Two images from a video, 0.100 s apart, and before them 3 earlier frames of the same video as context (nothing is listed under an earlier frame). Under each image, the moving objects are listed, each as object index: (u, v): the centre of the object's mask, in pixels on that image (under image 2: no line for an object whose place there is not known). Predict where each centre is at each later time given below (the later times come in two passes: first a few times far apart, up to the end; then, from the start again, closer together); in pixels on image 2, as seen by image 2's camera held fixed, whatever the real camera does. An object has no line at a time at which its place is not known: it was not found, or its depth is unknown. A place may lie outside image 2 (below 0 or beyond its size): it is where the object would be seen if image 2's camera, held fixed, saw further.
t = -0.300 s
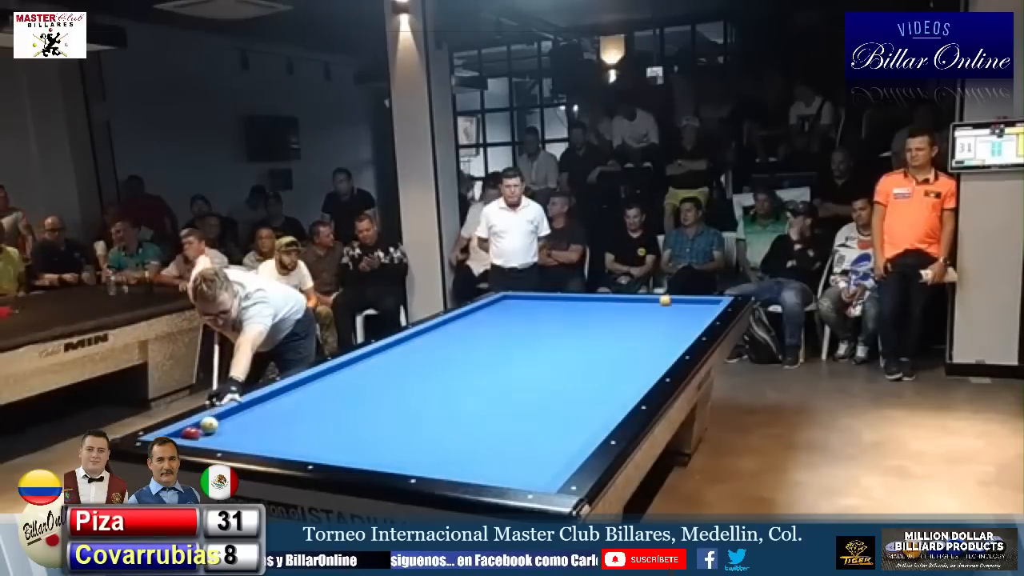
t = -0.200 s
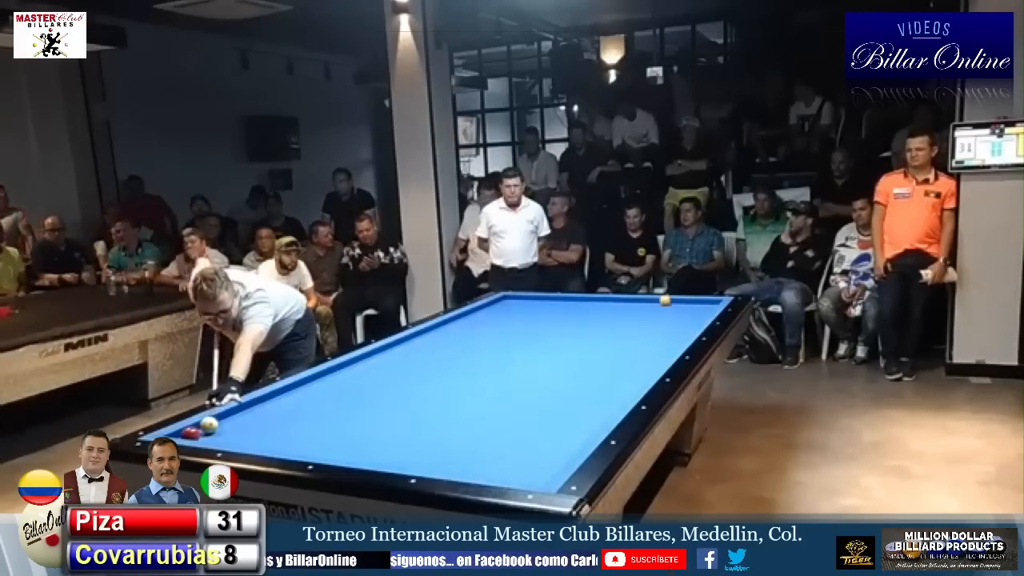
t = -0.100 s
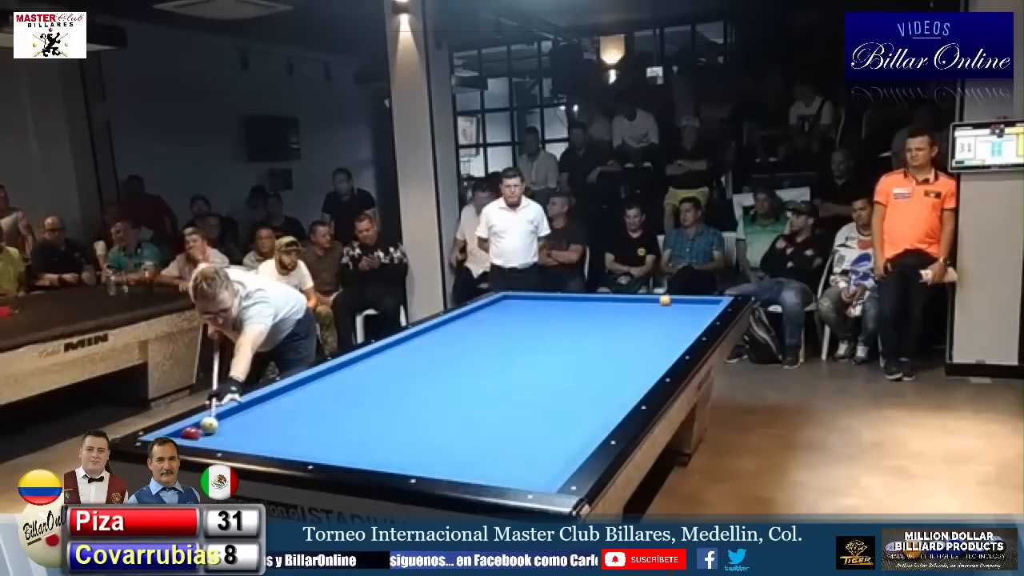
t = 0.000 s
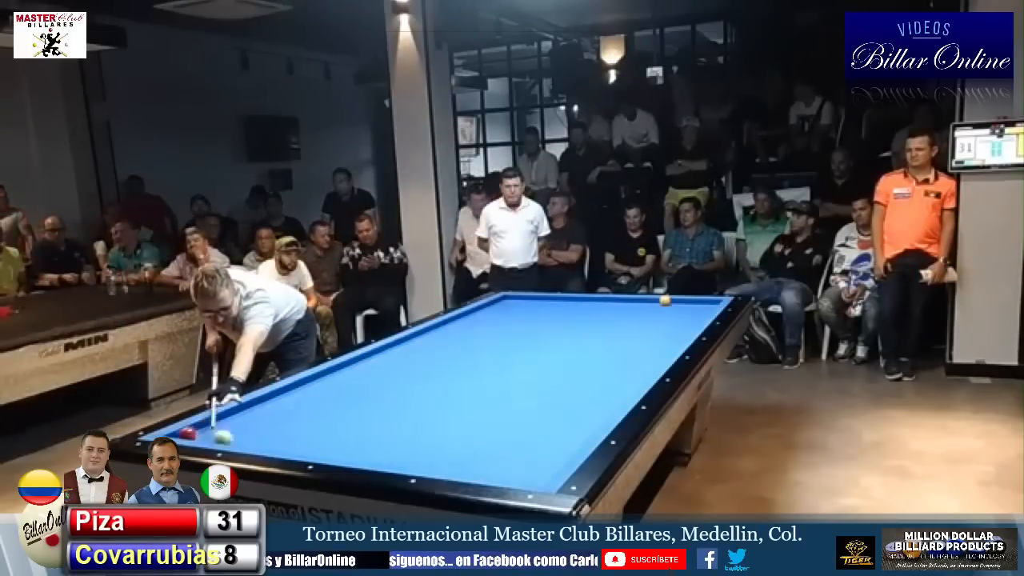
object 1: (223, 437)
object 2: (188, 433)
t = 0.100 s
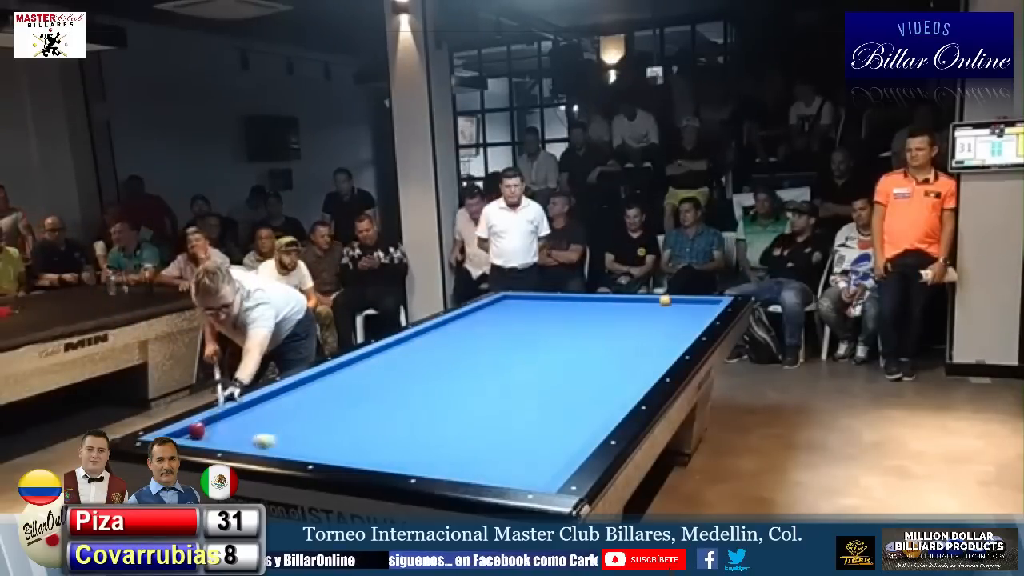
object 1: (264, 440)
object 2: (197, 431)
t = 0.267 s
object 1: (342, 443)
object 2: (210, 424)
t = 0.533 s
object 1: (471, 441)
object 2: (234, 413)
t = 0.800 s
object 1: (568, 435)
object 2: (258, 404)
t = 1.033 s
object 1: (521, 413)
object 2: (277, 397)
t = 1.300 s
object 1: (490, 393)
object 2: (297, 390)
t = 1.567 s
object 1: (464, 378)
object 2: (316, 384)
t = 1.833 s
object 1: (442, 364)
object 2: (333, 377)
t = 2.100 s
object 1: (423, 352)
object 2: (349, 372)
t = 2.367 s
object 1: (407, 342)
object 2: (364, 366)
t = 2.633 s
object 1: (428, 337)
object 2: (378, 362)
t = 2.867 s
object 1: (450, 333)
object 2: (389, 358)
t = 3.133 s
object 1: (475, 330)
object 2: (401, 354)
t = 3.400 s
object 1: (499, 326)
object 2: (412, 351)
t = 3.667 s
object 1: (521, 323)
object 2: (423, 347)
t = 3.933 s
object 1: (542, 320)
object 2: (432, 343)
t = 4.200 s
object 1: (563, 317)
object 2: (441, 340)
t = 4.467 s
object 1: (582, 314)
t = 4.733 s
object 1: (601, 311)
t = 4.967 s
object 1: (616, 309)
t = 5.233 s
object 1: (632, 307)
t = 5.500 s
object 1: (647, 305)
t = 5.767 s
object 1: (662, 302)
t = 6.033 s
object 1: (675, 301)
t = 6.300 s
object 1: (688, 301)
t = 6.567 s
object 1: (700, 301)
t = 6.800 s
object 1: (709, 300)
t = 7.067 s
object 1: (716, 300)
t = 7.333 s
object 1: (712, 300)
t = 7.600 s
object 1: (707, 301)
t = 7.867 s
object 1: (702, 301)
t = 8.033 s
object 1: (699, 301)
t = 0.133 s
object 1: (280, 441)
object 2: (199, 429)
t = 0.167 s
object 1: (296, 442)
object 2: (202, 428)
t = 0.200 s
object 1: (311, 443)
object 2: (205, 426)
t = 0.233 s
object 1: (326, 443)
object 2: (208, 425)
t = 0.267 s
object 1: (342, 443)
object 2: (210, 424)
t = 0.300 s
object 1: (359, 442)
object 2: (213, 421)
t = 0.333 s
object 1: (375, 441)
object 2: (215, 420)
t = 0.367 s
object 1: (391, 441)
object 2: (218, 419)
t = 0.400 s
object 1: (407, 441)
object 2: (222, 417)
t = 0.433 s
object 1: (423, 441)
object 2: (225, 416)
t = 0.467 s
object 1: (439, 441)
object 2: (228, 415)
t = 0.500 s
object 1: (455, 441)
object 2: (231, 415)
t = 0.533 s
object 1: (471, 441)
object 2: (234, 413)
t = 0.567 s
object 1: (488, 441)
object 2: (237, 412)
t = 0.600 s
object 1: (504, 441)
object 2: (240, 411)
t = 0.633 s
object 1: (521, 441)
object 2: (243, 410)
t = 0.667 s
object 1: (537, 441)
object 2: (247, 408)
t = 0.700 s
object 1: (553, 440)
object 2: (249, 407)
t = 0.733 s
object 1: (570, 440)
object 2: (252, 406)
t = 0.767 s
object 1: (577, 438)
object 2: (255, 405)
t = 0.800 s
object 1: (568, 435)
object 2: (258, 404)
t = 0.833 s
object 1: (558, 431)
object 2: (260, 403)
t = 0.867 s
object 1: (550, 428)
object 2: (263, 402)
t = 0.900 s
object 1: (543, 425)
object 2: (266, 401)
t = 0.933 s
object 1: (537, 421)
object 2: (269, 400)
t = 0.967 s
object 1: (531, 419)
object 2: (272, 399)
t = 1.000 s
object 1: (525, 416)
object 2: (275, 398)
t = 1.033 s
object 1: (521, 413)
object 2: (277, 397)
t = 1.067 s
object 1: (516, 410)
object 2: (279, 396)
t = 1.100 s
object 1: (512, 408)
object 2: (282, 395)
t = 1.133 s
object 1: (508, 405)
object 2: (285, 394)
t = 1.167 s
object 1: (504, 403)
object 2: (287, 393)
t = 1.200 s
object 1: (501, 400)
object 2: (290, 392)
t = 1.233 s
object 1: (496, 398)
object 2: (292, 392)
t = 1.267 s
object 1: (493, 395)
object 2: (294, 391)
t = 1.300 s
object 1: (490, 393)
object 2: (297, 390)
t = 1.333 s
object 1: (487, 391)
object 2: (300, 389)
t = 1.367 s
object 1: (483, 390)
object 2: (302, 388)
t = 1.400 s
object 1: (479, 387)
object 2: (304, 387)
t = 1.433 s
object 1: (476, 385)
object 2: (307, 387)
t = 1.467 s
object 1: (473, 383)
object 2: (309, 386)
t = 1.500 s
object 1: (470, 381)
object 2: (311, 385)
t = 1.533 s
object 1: (467, 379)
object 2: (313, 384)
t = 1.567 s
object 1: (464, 378)
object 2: (316, 384)
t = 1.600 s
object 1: (461, 376)
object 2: (318, 382)
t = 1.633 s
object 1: (458, 374)
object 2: (320, 382)
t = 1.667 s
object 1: (456, 372)
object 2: (323, 381)
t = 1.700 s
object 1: (452, 370)
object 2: (325, 380)
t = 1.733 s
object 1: (450, 369)
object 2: (327, 379)
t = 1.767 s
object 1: (448, 367)
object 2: (329, 379)
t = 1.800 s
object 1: (445, 366)
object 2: (331, 378)
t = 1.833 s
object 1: (442, 364)
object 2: (333, 377)
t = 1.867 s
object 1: (440, 362)
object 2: (335, 377)
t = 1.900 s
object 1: (437, 361)
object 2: (338, 376)
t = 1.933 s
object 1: (435, 359)
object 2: (339, 375)
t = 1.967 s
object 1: (432, 358)
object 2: (341, 375)
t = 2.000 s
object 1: (430, 356)
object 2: (343, 374)
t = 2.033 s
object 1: (428, 355)
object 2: (345, 373)
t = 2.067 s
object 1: (426, 353)
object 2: (347, 372)
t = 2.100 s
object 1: (423, 352)
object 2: (349, 372)
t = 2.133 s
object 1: (421, 351)
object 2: (351, 371)
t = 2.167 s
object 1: (419, 349)
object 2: (353, 370)
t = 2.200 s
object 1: (418, 348)
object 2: (355, 370)
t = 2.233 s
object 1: (415, 347)
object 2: (357, 369)
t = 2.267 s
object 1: (414, 345)
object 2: (359, 368)
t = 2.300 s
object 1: (411, 344)
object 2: (360, 368)
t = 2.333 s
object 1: (410, 343)
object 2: (362, 367)
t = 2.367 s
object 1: (407, 342)
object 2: (364, 366)
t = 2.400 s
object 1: (406, 341)
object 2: (366, 366)
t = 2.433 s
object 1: (404, 339)
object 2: (367, 365)
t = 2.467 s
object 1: (409, 338)
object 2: (369, 365)
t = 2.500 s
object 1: (413, 338)
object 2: (371, 364)
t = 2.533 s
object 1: (417, 338)
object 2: (373, 364)
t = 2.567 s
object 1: (421, 338)
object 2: (374, 363)
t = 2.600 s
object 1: (424, 337)
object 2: (376, 363)
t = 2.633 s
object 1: (428, 337)
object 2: (378, 362)
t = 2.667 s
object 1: (431, 336)
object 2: (379, 362)
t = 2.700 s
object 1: (434, 336)
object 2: (381, 361)
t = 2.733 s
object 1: (438, 335)
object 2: (382, 360)
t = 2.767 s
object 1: (441, 334)
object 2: (384, 360)
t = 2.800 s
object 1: (444, 334)
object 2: (386, 359)
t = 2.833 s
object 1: (447, 334)
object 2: (388, 359)
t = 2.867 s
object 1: (450, 333)
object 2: (389, 358)
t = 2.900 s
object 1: (454, 333)
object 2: (391, 358)
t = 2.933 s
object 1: (457, 332)
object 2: (392, 357)
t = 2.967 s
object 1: (460, 332)
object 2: (394, 356)
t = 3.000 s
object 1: (463, 331)
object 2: (395, 356)
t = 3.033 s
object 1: (466, 331)
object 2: (397, 355)
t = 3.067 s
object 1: (469, 330)
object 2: (398, 355)
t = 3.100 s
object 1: (472, 330)
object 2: (400, 354)
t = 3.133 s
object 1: (475, 330)
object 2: (401, 354)
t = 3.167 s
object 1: (479, 329)
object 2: (403, 353)
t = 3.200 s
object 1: (481, 329)
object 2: (404, 353)
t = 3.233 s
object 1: (484, 329)
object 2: (405, 353)
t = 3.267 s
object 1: (487, 328)
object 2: (407, 352)
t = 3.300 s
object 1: (490, 327)
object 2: (408, 352)
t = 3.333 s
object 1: (493, 327)
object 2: (409, 351)
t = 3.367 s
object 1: (496, 327)
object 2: (411, 351)
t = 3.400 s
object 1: (499, 326)
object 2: (412, 351)
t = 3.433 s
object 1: (502, 326)
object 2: (414, 350)
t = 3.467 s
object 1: (504, 326)
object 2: (415, 350)
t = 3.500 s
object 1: (507, 325)
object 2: (416, 349)
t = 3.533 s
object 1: (510, 325)
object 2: (418, 349)
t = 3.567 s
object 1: (513, 324)
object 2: (419, 349)
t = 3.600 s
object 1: (516, 324)
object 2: (420, 348)
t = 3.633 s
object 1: (518, 323)
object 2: (421, 347)
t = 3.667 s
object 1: (521, 323)
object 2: (423, 347)
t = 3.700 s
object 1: (524, 323)
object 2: (424, 347)
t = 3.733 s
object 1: (527, 322)
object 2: (425, 346)
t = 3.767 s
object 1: (529, 322)
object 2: (426, 345)
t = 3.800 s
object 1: (532, 321)
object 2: (428, 345)
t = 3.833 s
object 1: (534, 321)
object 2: (429, 345)
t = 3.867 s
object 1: (537, 321)
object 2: (430, 344)
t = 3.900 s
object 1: (540, 321)
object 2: (431, 344)
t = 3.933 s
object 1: (542, 320)
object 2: (432, 343)
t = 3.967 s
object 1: (545, 320)
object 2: (433, 343)
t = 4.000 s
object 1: (548, 319)
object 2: (434, 343)
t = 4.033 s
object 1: (550, 319)
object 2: (435, 342)
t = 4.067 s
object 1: (552, 318)
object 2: (437, 342)
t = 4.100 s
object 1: (555, 318)
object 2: (438, 341)
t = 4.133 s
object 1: (557, 318)
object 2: (439, 341)
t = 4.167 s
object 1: (560, 317)
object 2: (440, 341)
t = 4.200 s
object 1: (563, 317)
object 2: (441, 340)
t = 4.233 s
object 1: (565, 317)
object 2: (442, 340)
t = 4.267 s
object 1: (568, 316)
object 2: (443, 339)
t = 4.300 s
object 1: (570, 316)
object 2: (445, 339)
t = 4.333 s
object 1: (572, 316)
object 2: (445, 339)
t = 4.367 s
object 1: (575, 315)
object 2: (446, 339)
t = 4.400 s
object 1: (577, 314)
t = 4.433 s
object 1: (580, 314)
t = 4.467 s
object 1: (582, 314)
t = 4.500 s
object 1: (584, 314)
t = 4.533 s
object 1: (587, 314)
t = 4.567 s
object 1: (589, 313)
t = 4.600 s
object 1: (591, 313)
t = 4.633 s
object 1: (594, 313)
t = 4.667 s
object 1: (596, 312)
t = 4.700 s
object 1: (598, 311)
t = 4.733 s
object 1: (601, 311)
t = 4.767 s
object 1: (603, 311)
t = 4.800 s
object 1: (605, 311)
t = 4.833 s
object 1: (607, 311)
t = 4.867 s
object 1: (610, 310)
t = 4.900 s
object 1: (611, 310)
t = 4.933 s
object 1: (614, 310)
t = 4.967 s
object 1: (616, 309)
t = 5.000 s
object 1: (618, 309)
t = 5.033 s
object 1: (620, 309)
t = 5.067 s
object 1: (622, 309)
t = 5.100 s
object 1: (624, 308)
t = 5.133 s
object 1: (626, 308)
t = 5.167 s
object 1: (629, 308)
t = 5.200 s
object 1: (631, 307)
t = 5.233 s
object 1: (632, 307)
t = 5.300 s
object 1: (634, 307)
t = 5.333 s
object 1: (636, 306)
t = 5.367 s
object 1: (639, 306)
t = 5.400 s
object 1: (641, 306)
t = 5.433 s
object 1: (643, 305)
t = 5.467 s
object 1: (645, 305)
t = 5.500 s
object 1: (647, 305)
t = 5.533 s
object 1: (649, 305)
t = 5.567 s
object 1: (651, 305)
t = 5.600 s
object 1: (652, 304)
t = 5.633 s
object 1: (654, 304)
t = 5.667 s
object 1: (656, 304)
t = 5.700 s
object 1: (658, 303)
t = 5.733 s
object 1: (660, 303)
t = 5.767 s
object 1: (662, 302)
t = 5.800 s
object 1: (664, 302)
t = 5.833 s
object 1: (665, 301)
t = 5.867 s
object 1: (666, 301)
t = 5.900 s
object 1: (667, 301)
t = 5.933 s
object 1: (668, 301)
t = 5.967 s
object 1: (673, 301)
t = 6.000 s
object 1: (674, 301)
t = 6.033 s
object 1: (675, 301)
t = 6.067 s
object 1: (677, 301)
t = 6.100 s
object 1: (678, 301)
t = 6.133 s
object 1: (680, 301)
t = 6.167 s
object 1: (682, 301)
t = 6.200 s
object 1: (684, 301)
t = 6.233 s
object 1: (685, 301)
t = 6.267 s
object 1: (687, 301)
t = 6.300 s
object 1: (688, 301)
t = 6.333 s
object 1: (690, 301)
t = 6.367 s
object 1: (691, 301)
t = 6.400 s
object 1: (693, 301)
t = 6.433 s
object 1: (694, 301)
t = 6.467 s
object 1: (696, 301)
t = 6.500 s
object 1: (697, 301)
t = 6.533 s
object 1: (699, 301)
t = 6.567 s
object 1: (700, 301)
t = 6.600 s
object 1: (701, 301)
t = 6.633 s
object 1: (703, 300)
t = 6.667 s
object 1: (705, 301)
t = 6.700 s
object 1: (706, 300)
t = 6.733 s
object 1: (707, 300)
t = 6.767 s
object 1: (708, 300)
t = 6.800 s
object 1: (709, 300)
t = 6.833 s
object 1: (710, 300)
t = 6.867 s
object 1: (711, 300)
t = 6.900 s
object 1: (712, 300)
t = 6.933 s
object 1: (713, 300)
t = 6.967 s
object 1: (714, 300)
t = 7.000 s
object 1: (715, 300)
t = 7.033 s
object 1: (716, 300)
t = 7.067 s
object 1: (716, 300)
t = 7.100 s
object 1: (716, 300)
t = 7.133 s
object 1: (715, 300)
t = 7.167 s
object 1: (715, 300)
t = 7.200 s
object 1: (714, 300)
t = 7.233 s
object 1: (714, 300)
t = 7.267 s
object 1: (713, 300)
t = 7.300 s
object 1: (713, 300)
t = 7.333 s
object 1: (712, 300)
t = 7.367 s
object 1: (712, 300)
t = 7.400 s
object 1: (711, 300)
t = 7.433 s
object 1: (710, 301)
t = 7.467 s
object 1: (709, 301)
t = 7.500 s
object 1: (709, 301)
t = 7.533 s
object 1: (708, 301)
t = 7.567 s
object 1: (707, 301)
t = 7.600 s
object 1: (707, 301)
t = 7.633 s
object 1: (706, 301)
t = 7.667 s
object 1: (705, 301)
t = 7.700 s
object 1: (705, 301)
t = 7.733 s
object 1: (704, 301)
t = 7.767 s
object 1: (704, 301)
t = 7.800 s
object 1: (703, 301)
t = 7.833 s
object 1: (702, 301)
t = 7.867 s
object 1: (702, 301)
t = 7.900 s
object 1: (701, 301)
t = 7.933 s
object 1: (701, 301)
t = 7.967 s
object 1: (700, 301)
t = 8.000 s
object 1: (699, 301)
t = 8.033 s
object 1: (699, 301)
